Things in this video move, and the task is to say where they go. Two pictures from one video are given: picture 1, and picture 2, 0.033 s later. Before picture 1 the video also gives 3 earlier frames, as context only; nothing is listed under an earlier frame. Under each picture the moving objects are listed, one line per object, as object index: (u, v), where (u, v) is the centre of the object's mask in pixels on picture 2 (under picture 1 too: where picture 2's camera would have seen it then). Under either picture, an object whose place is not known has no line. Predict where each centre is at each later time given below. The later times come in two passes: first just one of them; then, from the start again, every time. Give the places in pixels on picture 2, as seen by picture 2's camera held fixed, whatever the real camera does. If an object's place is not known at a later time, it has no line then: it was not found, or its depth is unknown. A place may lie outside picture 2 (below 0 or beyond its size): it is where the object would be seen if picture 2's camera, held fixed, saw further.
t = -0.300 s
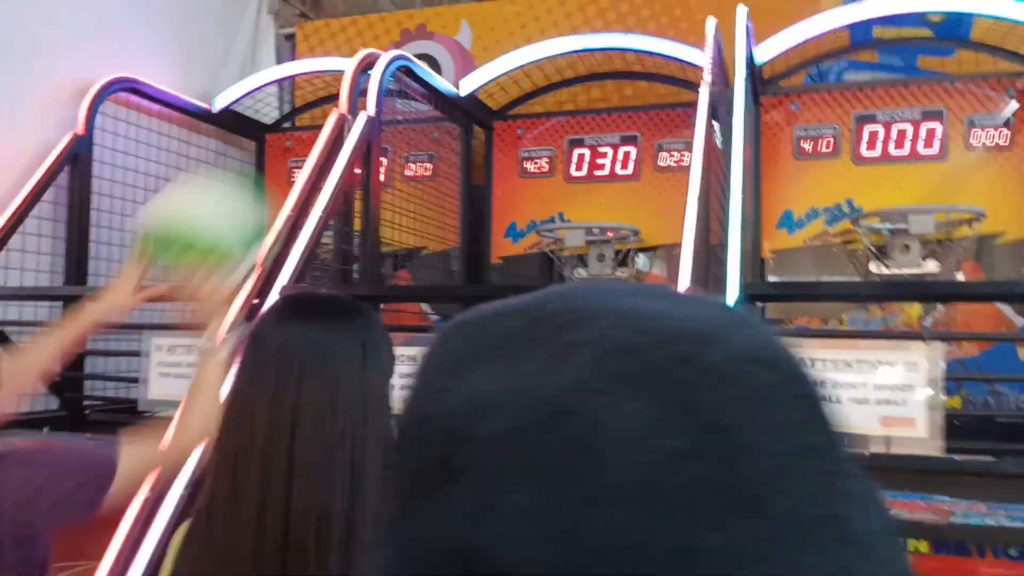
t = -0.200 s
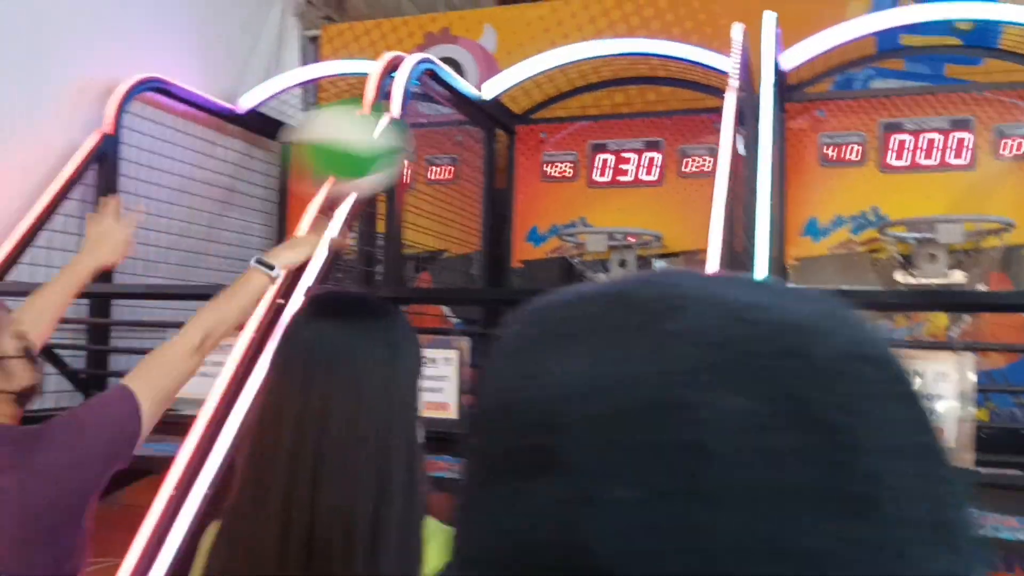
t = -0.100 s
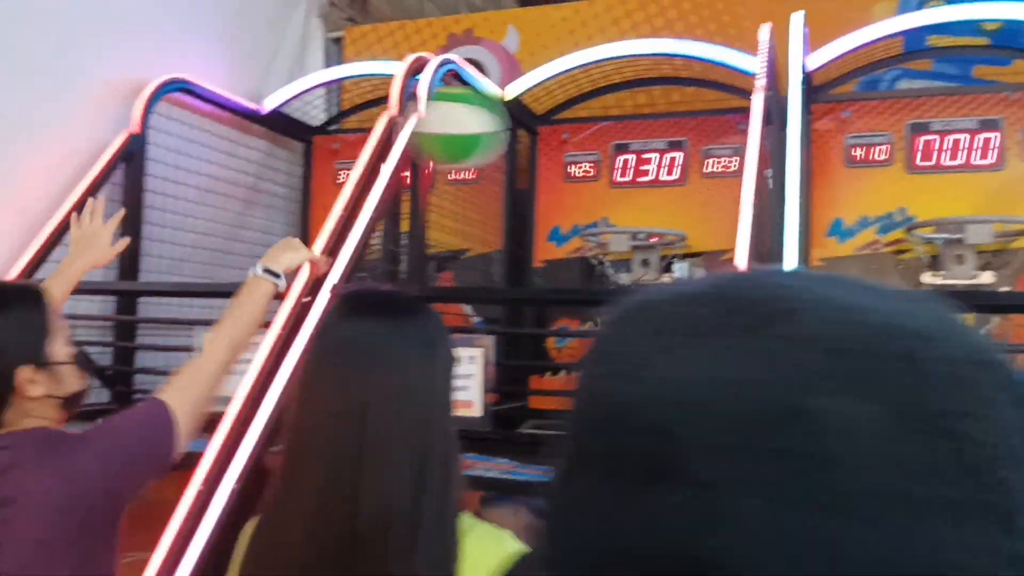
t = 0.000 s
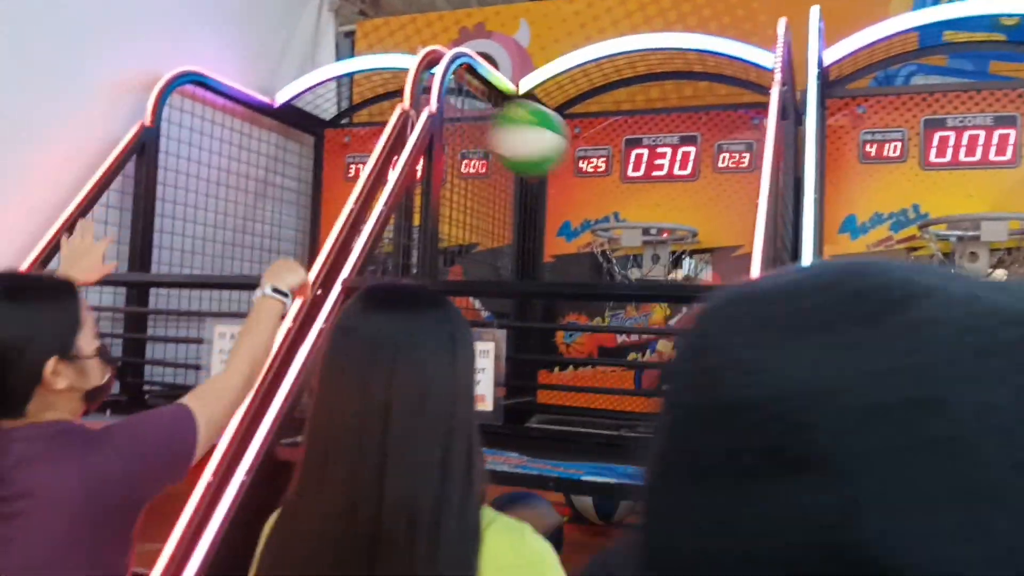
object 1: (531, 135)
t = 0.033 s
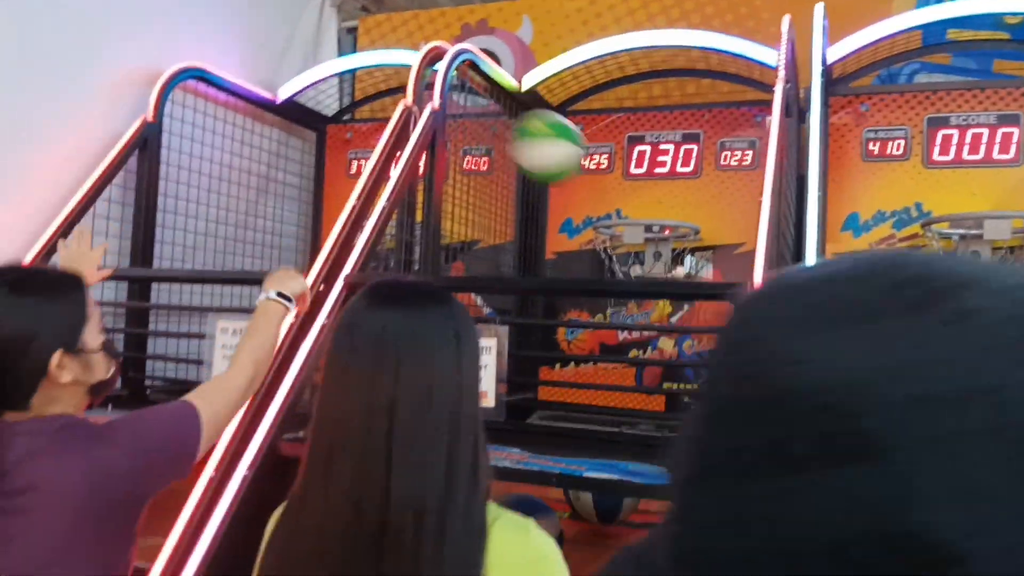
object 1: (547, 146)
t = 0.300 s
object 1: (546, 143)
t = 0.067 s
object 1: (561, 161)
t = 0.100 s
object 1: (575, 178)
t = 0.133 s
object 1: (588, 198)
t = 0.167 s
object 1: (587, 197)
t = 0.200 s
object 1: (575, 177)
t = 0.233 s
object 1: (563, 162)
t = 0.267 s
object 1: (554, 150)
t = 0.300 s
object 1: (546, 143)
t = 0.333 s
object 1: (542, 139)
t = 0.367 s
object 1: (550, 136)
